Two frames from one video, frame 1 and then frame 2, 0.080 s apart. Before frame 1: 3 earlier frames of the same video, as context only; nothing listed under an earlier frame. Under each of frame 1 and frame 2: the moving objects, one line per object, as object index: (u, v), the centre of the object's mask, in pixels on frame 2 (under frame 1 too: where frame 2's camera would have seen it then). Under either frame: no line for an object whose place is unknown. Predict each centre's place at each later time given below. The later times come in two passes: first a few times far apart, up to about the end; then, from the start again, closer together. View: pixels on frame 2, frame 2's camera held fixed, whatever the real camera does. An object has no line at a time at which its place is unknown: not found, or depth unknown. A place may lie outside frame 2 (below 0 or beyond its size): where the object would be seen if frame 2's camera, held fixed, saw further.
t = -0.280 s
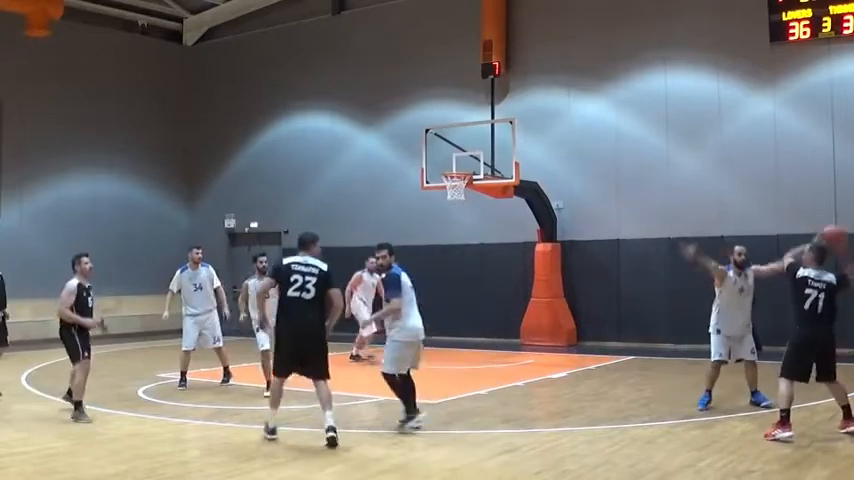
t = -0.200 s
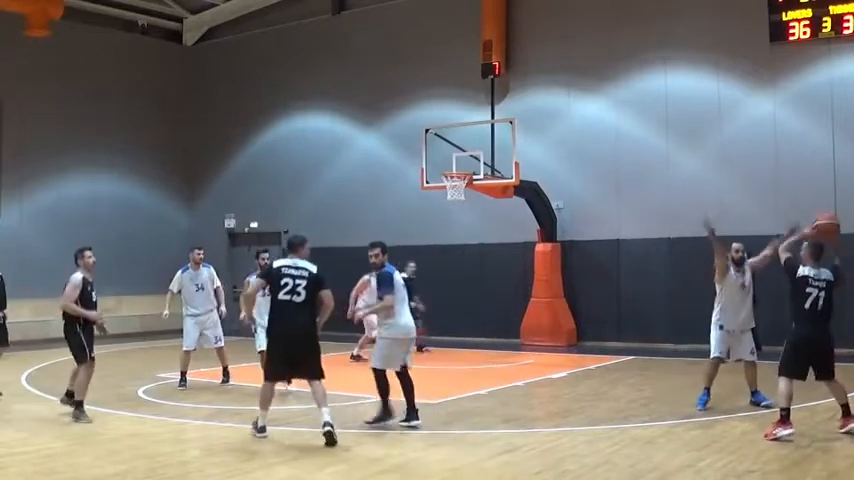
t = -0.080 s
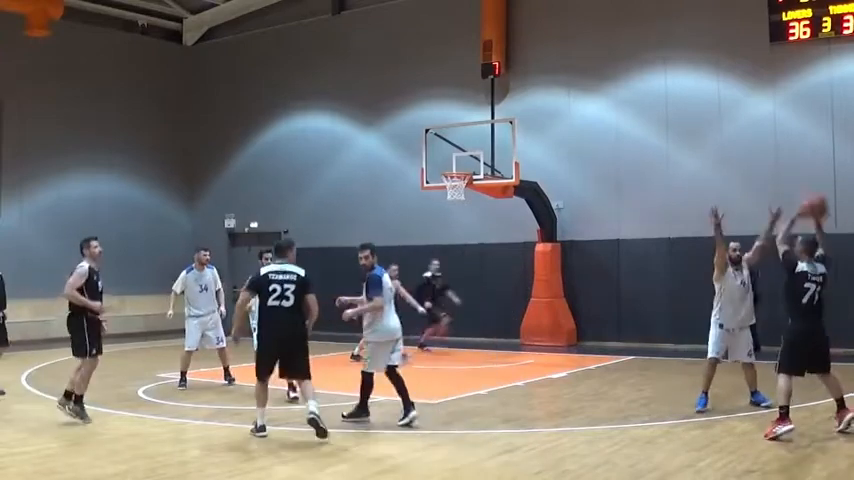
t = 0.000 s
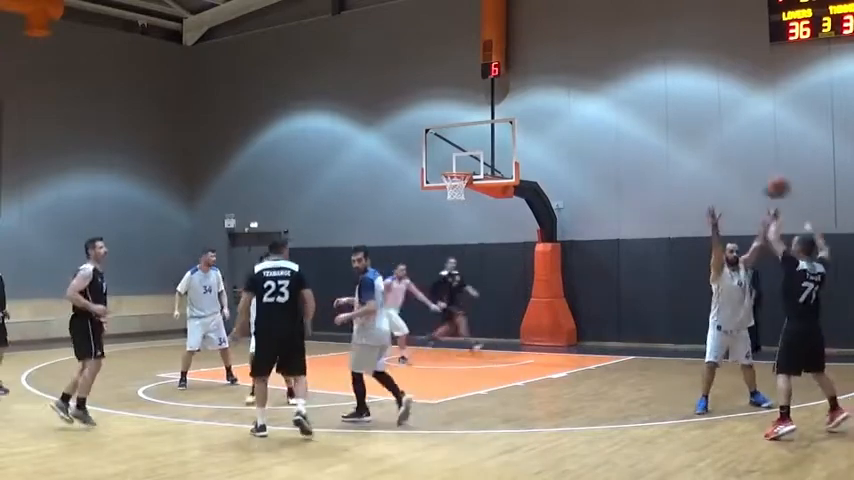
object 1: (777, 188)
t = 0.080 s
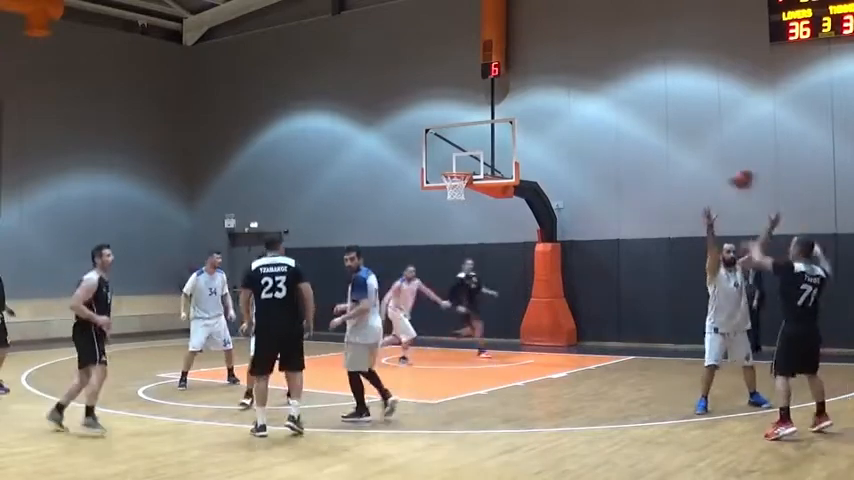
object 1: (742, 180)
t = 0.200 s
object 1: (697, 179)
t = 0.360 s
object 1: (648, 193)
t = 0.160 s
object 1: (711, 178)
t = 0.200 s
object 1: (697, 179)
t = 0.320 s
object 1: (659, 188)
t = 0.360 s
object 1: (648, 193)
